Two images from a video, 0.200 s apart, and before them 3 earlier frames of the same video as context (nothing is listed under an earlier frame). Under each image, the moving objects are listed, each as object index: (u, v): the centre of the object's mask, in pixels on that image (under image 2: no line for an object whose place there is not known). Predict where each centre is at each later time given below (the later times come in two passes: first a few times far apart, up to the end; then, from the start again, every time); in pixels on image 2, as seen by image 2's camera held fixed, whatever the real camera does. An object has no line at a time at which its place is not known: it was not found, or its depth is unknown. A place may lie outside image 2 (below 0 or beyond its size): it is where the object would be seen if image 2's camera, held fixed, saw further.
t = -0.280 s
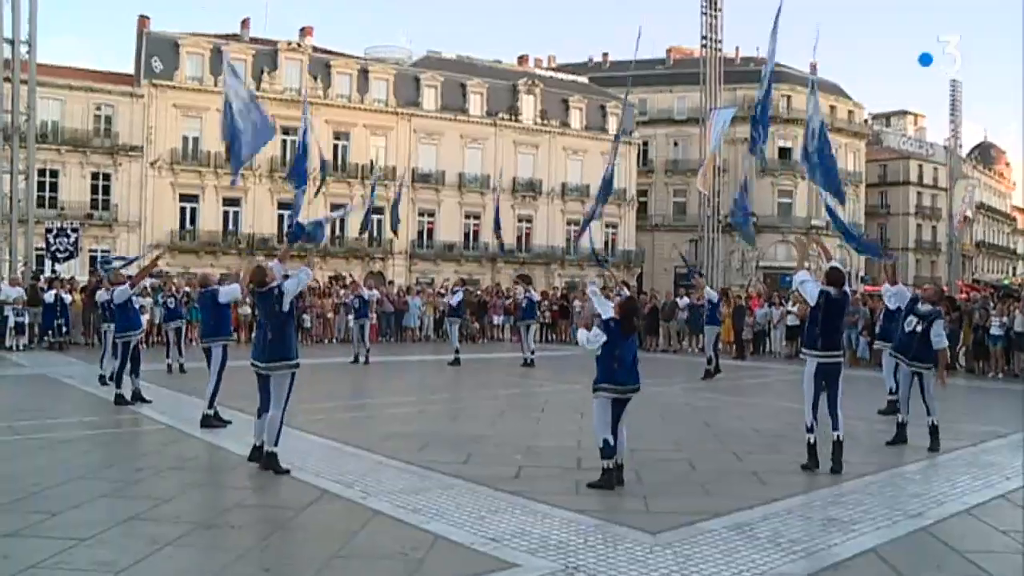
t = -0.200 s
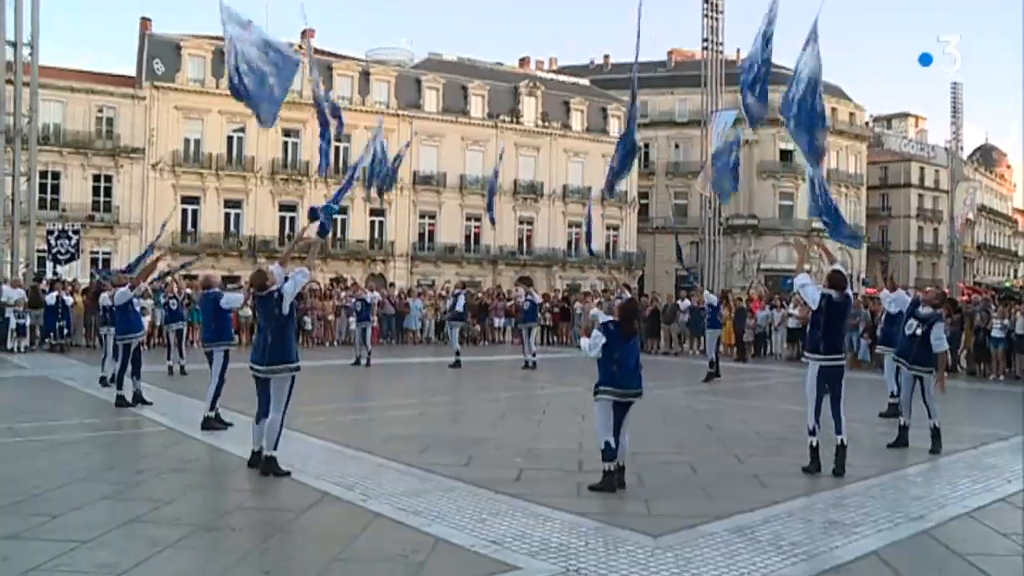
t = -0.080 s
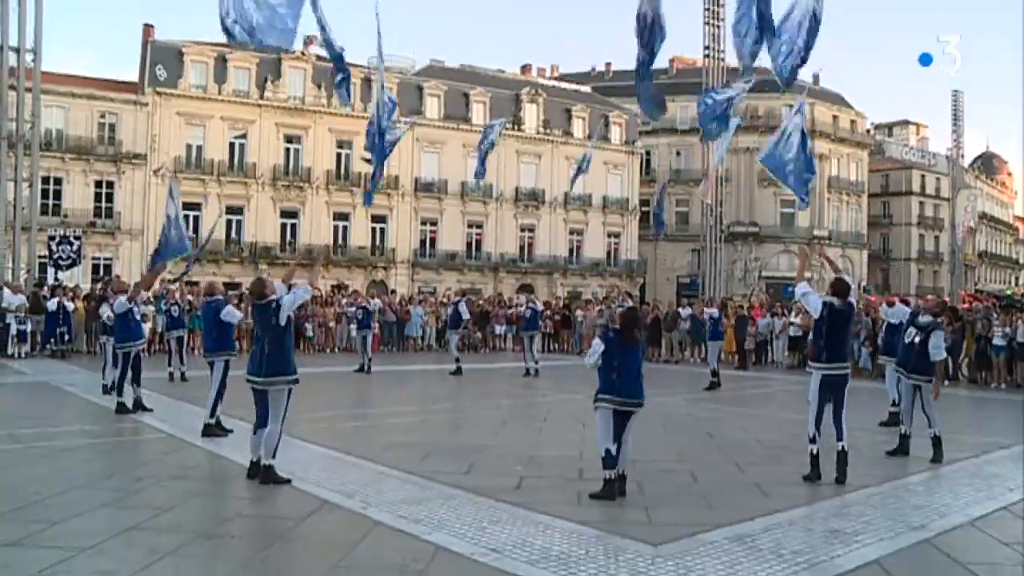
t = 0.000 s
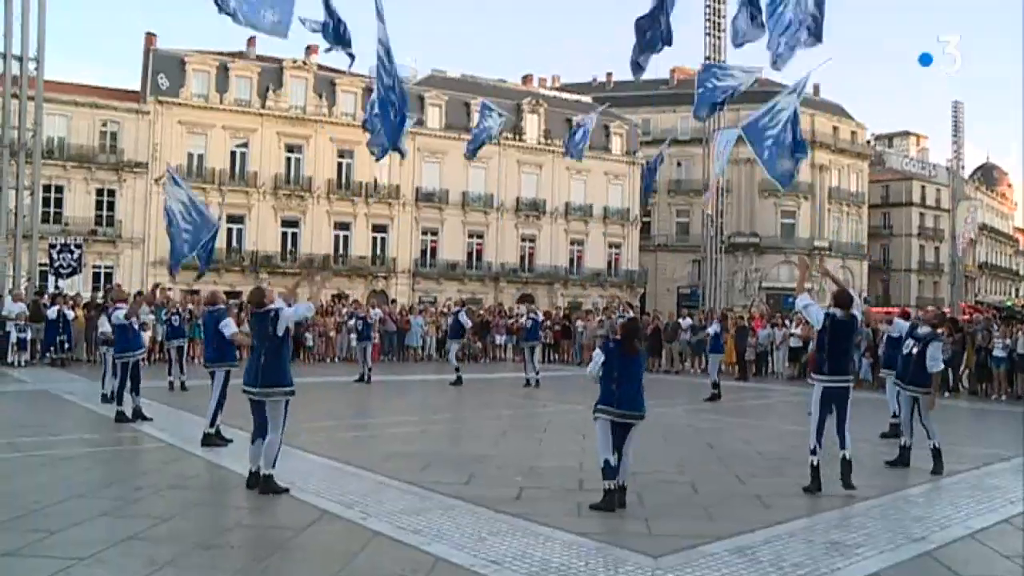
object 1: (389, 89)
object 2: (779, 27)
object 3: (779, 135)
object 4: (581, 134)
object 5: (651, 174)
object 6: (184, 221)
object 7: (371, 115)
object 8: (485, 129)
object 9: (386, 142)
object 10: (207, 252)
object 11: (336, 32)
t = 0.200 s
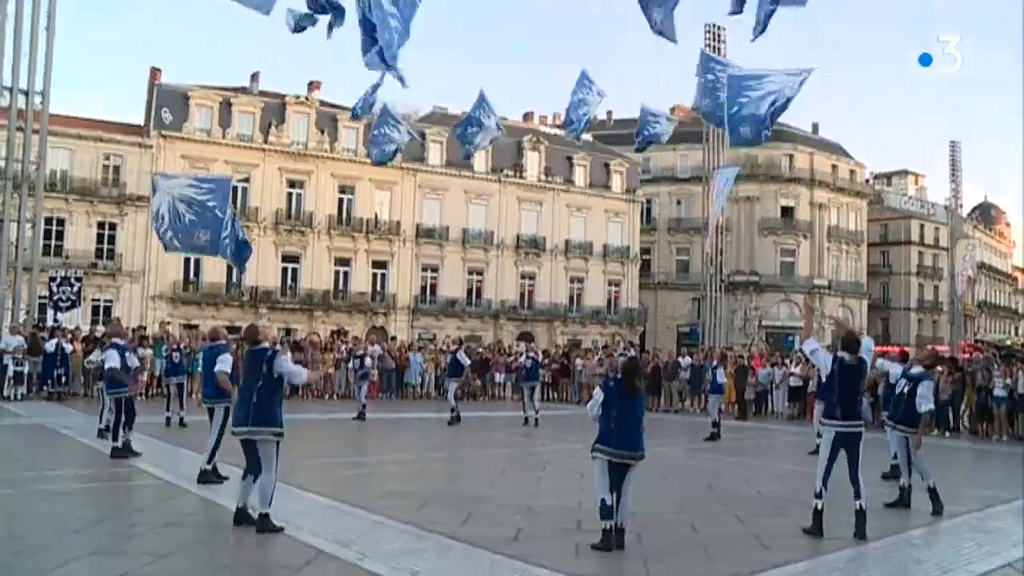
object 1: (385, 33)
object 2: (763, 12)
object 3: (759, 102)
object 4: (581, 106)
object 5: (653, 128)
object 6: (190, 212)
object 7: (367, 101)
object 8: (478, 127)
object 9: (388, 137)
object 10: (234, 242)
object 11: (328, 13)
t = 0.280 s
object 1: (374, 5)
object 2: (758, -9)
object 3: (757, 80)
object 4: (581, 88)
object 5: (652, 114)
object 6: (188, 198)
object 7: (366, 78)
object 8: (475, 119)
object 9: (385, 131)
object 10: (240, 225)
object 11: (316, -10)
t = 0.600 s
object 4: (576, 64)
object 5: (643, 95)
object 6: (156, 175)
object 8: (466, 130)
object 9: (385, 136)
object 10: (236, 200)
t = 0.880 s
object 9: (387, 191)
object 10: (220, 205)
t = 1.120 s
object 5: (630, 144)
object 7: (316, 145)
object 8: (457, 247)
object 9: (387, 271)
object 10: (186, 243)
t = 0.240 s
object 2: (761, 3)
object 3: (758, 90)
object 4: (581, 96)
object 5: (653, 120)
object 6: (189, 205)
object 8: (476, 122)
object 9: (386, 133)
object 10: (238, 232)
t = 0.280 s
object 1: (374, 5)
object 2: (758, -9)
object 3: (757, 80)
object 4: (581, 88)
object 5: (652, 114)
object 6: (188, 198)
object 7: (366, 78)
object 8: (475, 119)
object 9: (385, 131)
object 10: (240, 225)
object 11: (316, -10)
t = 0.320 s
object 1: (369, -6)
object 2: (757, -22)
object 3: (756, 72)
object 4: (581, 80)
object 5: (652, 107)
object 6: (186, 193)
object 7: (365, 69)
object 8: (474, 117)
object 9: (384, 129)
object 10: (241, 220)
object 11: (309, -19)
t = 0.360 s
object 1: (366, -18)
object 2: (756, -34)
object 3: (756, 64)
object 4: (581, 73)
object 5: (653, 101)
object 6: (185, 188)
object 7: (363, 65)
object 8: (473, 116)
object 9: (384, 126)
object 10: (242, 214)
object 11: (305, -28)
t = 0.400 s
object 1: (361, -33)
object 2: (755, -46)
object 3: (757, 57)
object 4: (581, 67)
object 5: (652, 98)
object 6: (183, 183)
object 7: (360, 62)
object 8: (472, 115)
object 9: (384, 125)
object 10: (244, 212)
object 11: (298, -35)
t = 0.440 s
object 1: (357, -43)
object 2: (753, -56)
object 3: (759, 52)
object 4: (581, 62)
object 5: (649, 97)
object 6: (181, 180)
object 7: (356, 60)
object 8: (471, 115)
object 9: (383, 125)
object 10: (242, 207)
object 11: (293, -40)
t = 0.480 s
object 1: (352, -52)
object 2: (752, -66)
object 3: (760, 48)
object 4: (580, 60)
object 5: (648, 95)
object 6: (177, 176)
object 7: (353, 59)
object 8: (470, 116)
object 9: (384, 124)
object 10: (241, 204)
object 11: (288, -45)
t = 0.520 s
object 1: (345, -54)
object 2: (751, -69)
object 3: (760, 50)
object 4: (579, 61)
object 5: (645, 96)
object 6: (171, 177)
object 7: (349, 62)
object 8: (470, 121)
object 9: (384, 128)
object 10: (239, 203)
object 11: (283, -42)
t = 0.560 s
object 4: (577, 62)
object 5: (644, 95)
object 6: (165, 176)
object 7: (345, 65)
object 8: (468, 125)
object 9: (383, 132)
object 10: (238, 201)
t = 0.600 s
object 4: (576, 64)
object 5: (643, 95)
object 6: (156, 175)
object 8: (466, 130)
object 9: (385, 136)
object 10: (236, 200)
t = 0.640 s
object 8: (465, 135)
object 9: (387, 143)
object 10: (235, 199)
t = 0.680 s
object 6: (139, 173)
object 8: (465, 139)
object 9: (388, 150)
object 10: (234, 199)
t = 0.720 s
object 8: (462, 146)
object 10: (232, 199)
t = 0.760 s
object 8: (460, 151)
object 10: (231, 199)
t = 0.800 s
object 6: (104, 186)
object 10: (228, 200)
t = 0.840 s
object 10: (225, 201)
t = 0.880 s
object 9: (387, 191)
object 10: (220, 205)
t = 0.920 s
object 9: (387, 203)
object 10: (215, 209)
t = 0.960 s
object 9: (387, 217)
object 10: (207, 215)
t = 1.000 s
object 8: (456, 206)
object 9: (388, 230)
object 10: (202, 219)
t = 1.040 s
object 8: (457, 220)
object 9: (387, 244)
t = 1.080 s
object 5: (629, 138)
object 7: (317, 129)
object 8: (456, 231)
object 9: (386, 254)
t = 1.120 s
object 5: (630, 144)
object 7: (316, 145)
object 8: (457, 247)
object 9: (387, 271)
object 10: (186, 243)
